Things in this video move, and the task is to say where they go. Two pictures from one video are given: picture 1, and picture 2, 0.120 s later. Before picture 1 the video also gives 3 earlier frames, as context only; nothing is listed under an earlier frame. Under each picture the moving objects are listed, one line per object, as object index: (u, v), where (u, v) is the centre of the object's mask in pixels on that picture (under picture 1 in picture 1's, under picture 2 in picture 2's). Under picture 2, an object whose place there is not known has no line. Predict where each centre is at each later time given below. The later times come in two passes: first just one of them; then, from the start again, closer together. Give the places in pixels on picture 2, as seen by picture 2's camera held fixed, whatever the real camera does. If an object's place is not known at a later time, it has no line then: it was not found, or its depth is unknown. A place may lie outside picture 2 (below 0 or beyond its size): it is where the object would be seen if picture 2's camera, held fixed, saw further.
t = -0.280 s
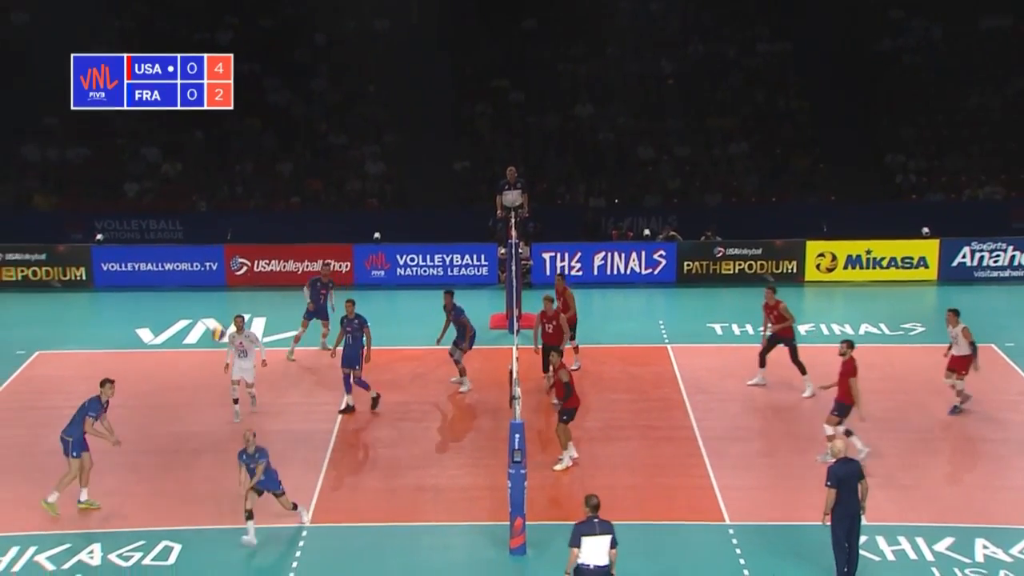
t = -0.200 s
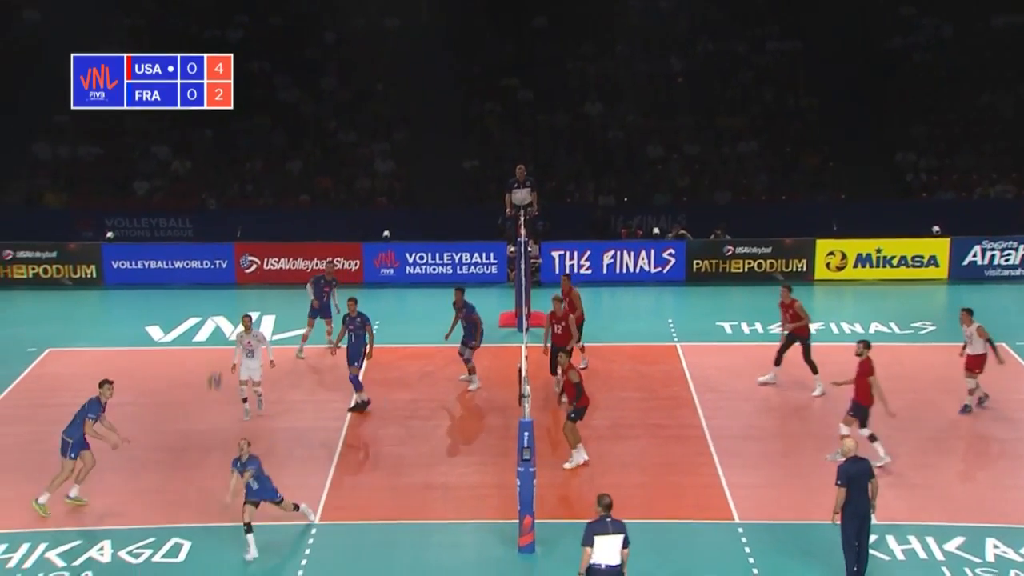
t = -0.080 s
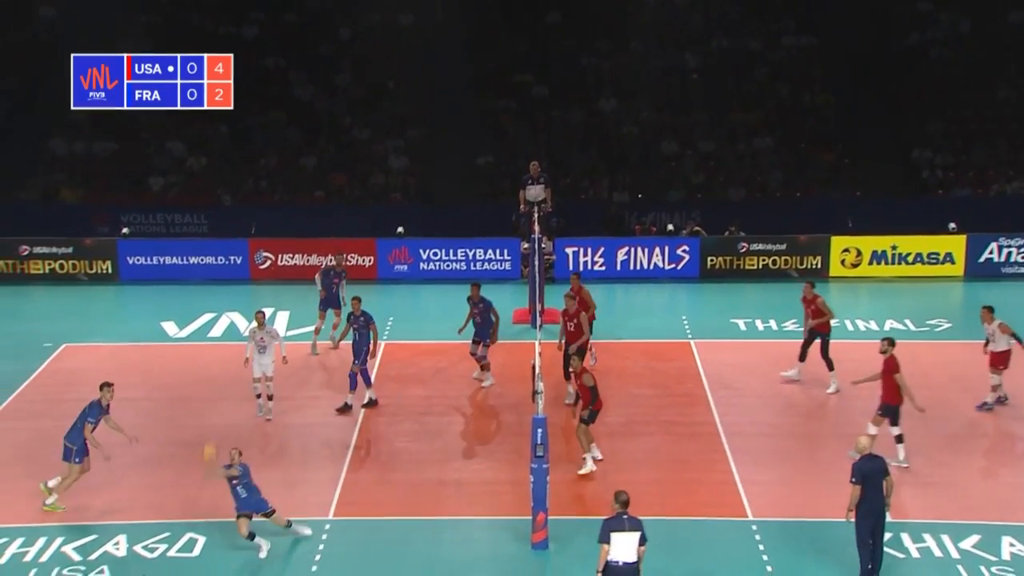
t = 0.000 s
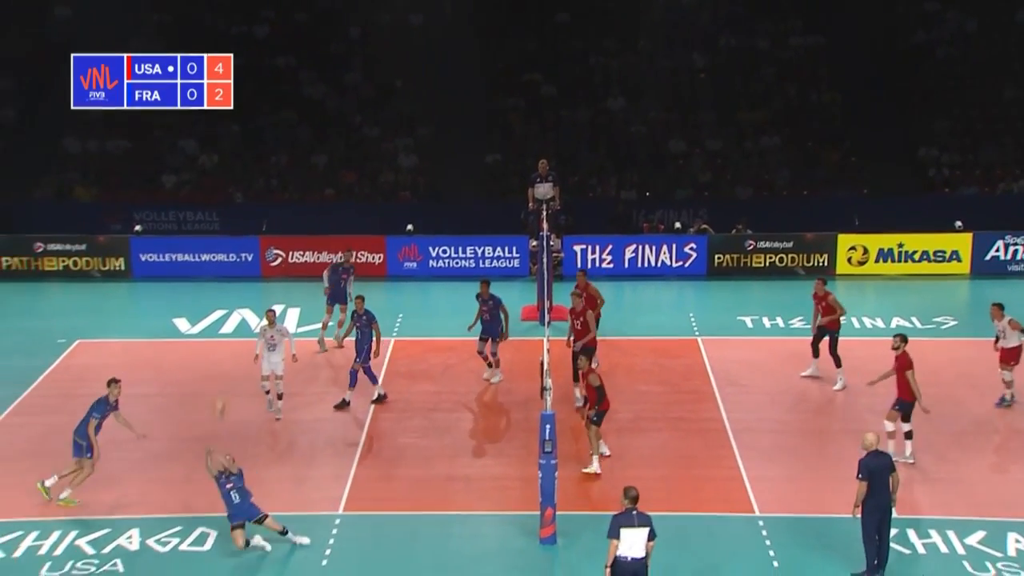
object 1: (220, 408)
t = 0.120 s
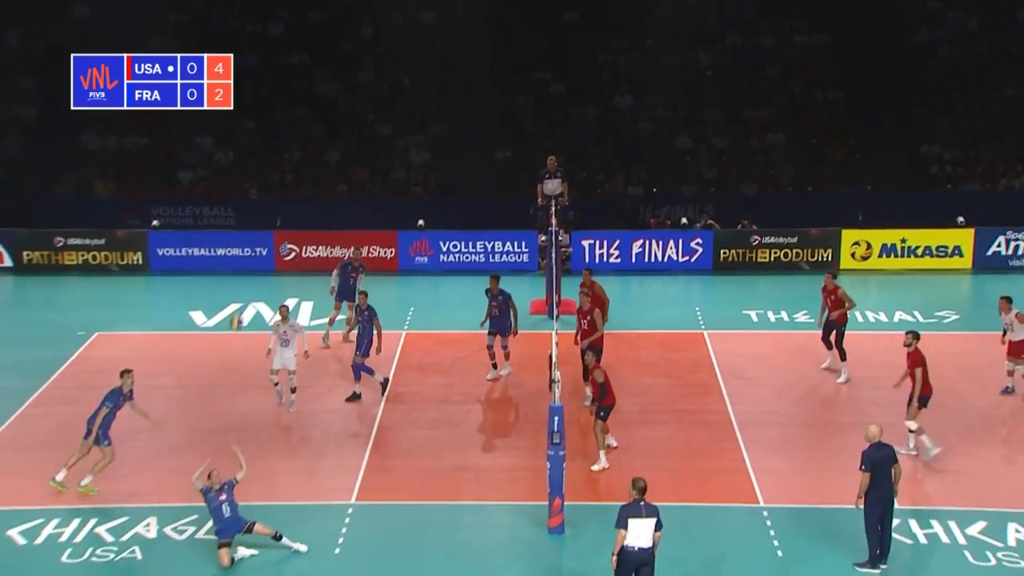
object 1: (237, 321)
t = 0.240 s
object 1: (240, 251)
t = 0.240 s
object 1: (240, 251)
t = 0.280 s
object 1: (242, 229)
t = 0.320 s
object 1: (244, 214)
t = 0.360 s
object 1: (247, 196)
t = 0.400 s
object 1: (248, 181)
